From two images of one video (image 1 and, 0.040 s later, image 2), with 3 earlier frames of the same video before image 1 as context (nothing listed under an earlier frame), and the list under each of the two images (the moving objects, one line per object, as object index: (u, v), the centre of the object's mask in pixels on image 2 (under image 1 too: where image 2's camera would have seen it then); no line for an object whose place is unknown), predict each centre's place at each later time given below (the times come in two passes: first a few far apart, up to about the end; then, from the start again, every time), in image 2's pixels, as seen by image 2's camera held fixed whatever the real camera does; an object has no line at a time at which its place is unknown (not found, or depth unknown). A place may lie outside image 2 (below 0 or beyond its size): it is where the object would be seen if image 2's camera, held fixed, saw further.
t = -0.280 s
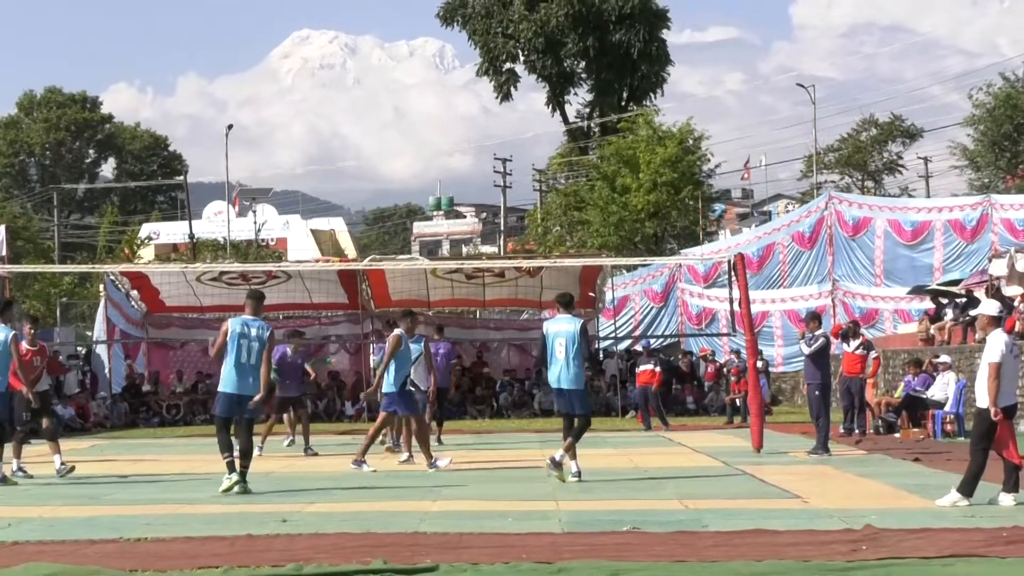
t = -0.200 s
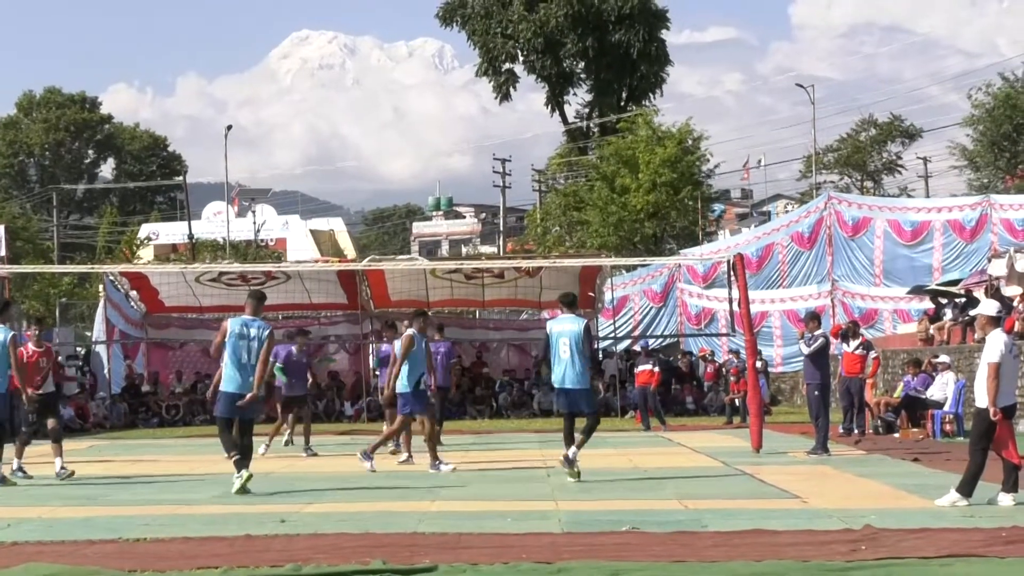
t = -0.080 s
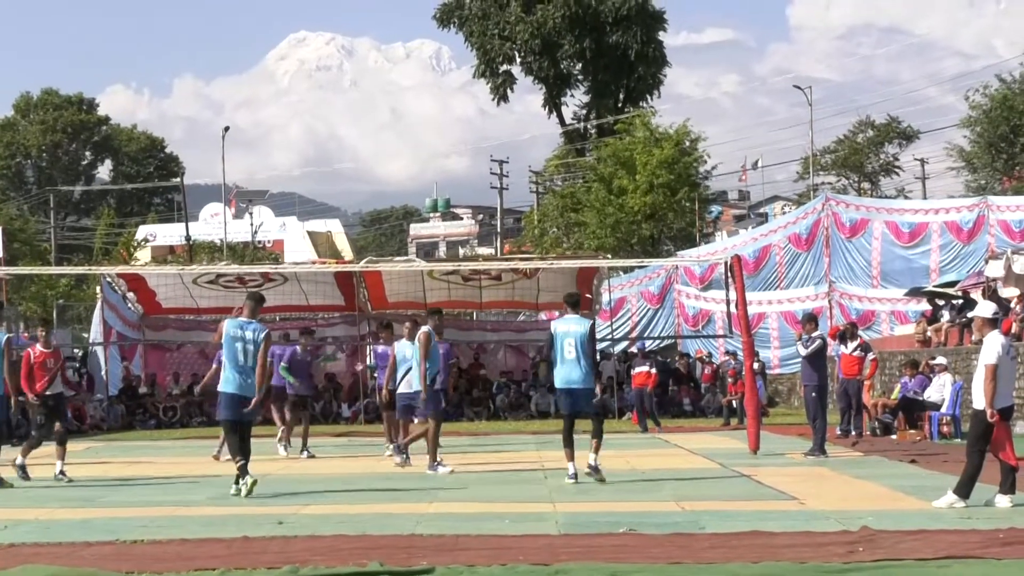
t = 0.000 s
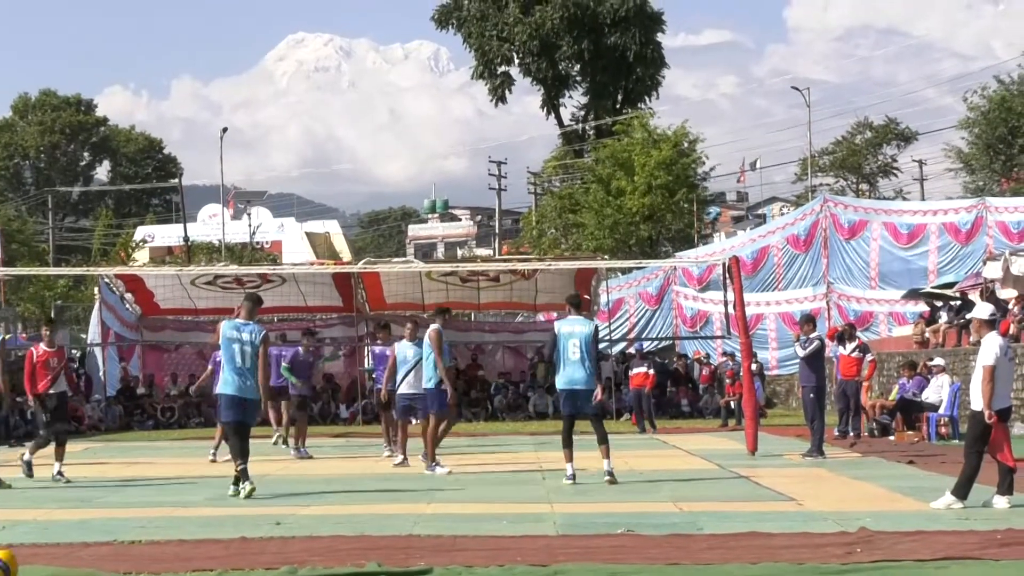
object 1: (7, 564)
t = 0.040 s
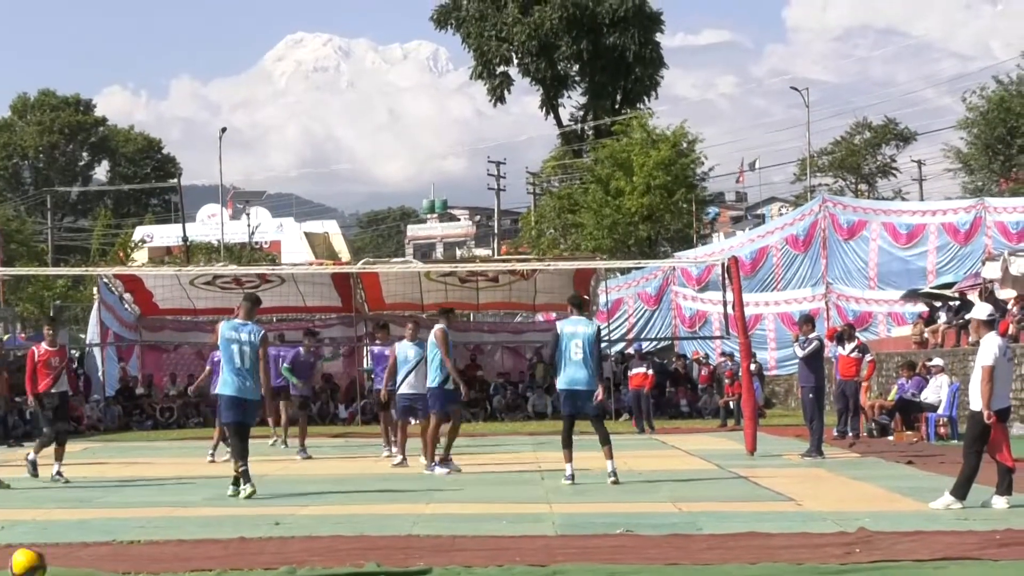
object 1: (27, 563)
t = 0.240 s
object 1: (166, 565)
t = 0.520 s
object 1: (343, 560)
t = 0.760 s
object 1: (478, 557)
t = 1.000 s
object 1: (599, 553)
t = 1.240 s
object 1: (709, 551)
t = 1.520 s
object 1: (826, 549)
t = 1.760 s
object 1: (917, 544)
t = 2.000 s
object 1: (997, 543)
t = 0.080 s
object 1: (57, 563)
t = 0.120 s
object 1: (87, 564)
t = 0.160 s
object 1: (116, 565)
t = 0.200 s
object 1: (141, 565)
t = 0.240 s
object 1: (166, 565)
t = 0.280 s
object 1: (192, 565)
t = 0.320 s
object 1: (219, 565)
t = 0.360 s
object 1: (243, 563)
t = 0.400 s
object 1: (270, 561)
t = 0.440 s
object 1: (295, 561)
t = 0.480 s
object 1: (319, 560)
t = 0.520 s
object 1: (343, 560)
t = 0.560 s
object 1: (367, 558)
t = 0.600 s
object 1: (389, 557)
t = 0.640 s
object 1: (412, 555)
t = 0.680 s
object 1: (435, 555)
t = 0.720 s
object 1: (457, 557)
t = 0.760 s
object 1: (478, 557)
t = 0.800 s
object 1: (499, 557)
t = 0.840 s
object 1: (519, 555)
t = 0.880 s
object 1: (540, 554)
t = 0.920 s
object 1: (559, 553)
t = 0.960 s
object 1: (579, 553)
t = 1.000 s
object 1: (599, 553)
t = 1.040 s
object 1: (618, 554)
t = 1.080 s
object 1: (637, 553)
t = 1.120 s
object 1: (656, 553)
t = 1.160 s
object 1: (674, 553)
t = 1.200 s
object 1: (692, 552)
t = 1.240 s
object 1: (709, 551)
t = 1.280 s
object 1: (727, 551)
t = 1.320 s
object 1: (745, 551)
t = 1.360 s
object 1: (762, 550)
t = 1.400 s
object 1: (778, 548)
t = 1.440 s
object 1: (794, 548)
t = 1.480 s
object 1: (810, 547)
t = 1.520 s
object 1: (826, 549)
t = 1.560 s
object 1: (842, 549)
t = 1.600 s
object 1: (858, 546)
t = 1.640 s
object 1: (873, 546)
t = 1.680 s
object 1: (889, 546)
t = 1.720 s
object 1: (903, 544)
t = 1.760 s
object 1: (917, 544)
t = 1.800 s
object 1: (932, 545)
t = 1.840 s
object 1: (946, 545)
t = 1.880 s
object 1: (960, 543)
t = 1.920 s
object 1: (975, 543)
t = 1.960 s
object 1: (989, 543)
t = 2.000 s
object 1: (997, 543)
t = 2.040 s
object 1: (1004, 542)
